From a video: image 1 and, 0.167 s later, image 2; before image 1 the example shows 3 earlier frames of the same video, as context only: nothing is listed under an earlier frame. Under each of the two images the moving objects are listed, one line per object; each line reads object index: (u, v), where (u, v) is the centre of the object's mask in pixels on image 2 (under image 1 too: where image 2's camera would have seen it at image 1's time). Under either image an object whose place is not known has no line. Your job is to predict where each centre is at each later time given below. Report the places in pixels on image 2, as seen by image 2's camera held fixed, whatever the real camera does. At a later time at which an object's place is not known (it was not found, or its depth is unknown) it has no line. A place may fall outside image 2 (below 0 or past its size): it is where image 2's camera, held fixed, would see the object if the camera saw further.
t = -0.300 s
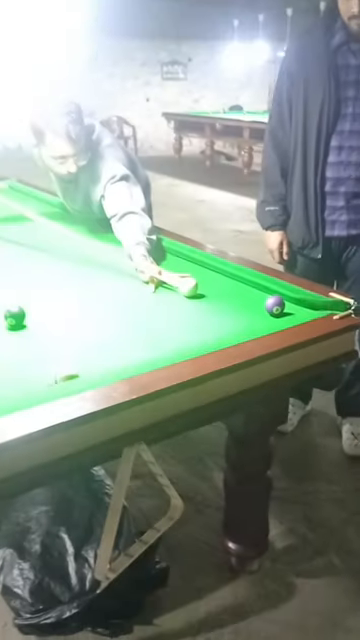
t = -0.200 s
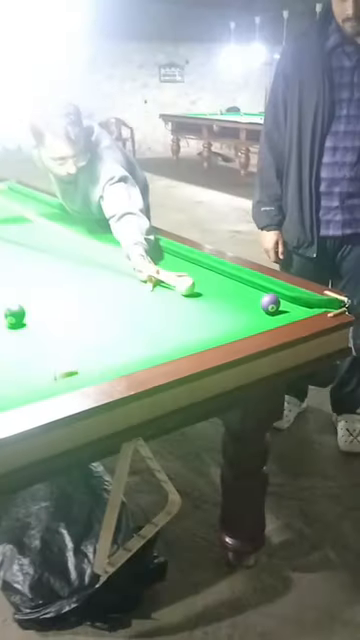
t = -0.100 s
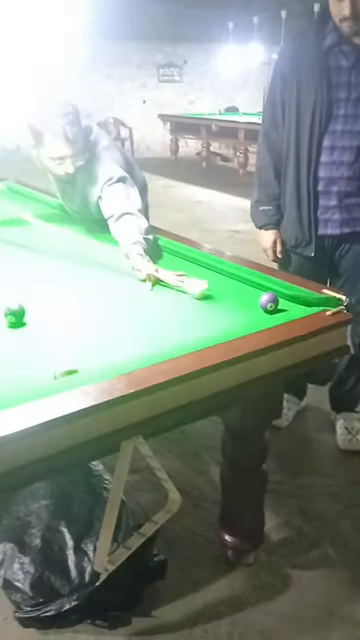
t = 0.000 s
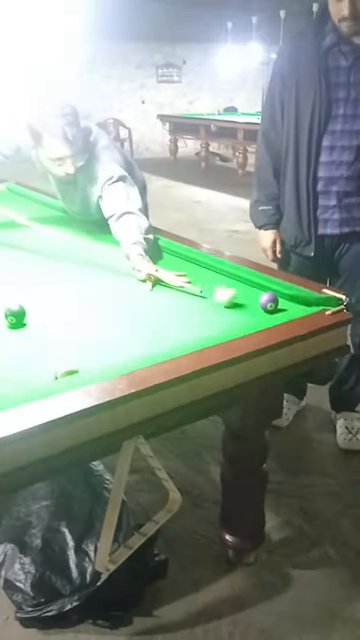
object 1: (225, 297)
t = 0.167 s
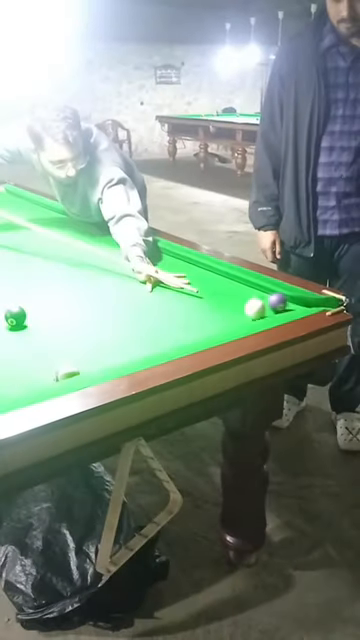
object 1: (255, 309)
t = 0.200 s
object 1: (258, 310)
